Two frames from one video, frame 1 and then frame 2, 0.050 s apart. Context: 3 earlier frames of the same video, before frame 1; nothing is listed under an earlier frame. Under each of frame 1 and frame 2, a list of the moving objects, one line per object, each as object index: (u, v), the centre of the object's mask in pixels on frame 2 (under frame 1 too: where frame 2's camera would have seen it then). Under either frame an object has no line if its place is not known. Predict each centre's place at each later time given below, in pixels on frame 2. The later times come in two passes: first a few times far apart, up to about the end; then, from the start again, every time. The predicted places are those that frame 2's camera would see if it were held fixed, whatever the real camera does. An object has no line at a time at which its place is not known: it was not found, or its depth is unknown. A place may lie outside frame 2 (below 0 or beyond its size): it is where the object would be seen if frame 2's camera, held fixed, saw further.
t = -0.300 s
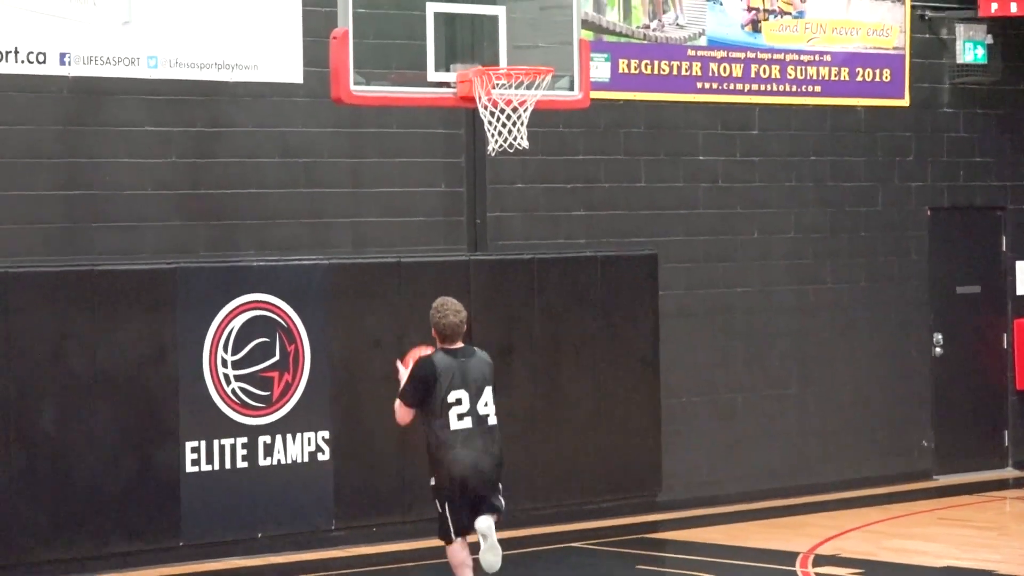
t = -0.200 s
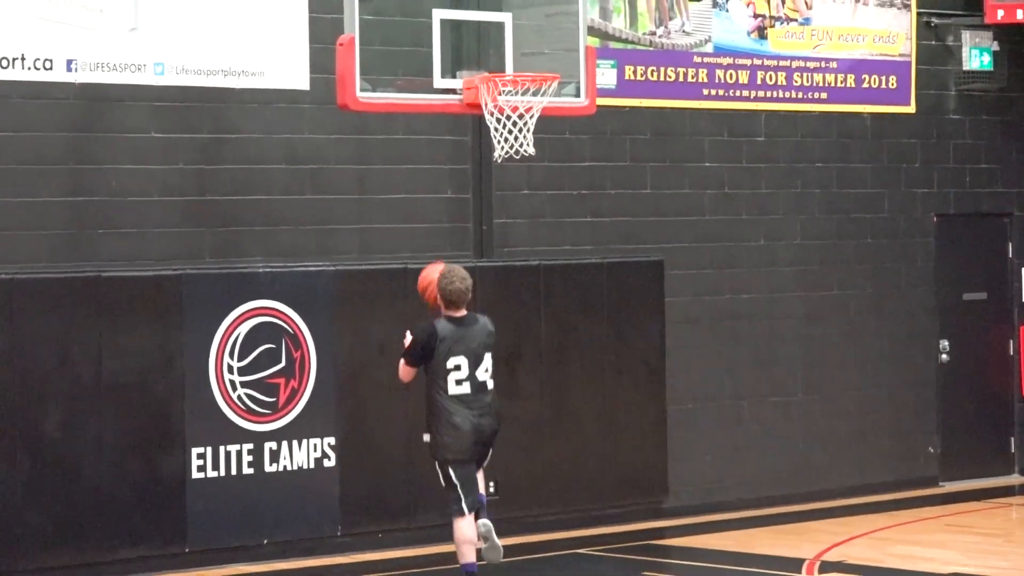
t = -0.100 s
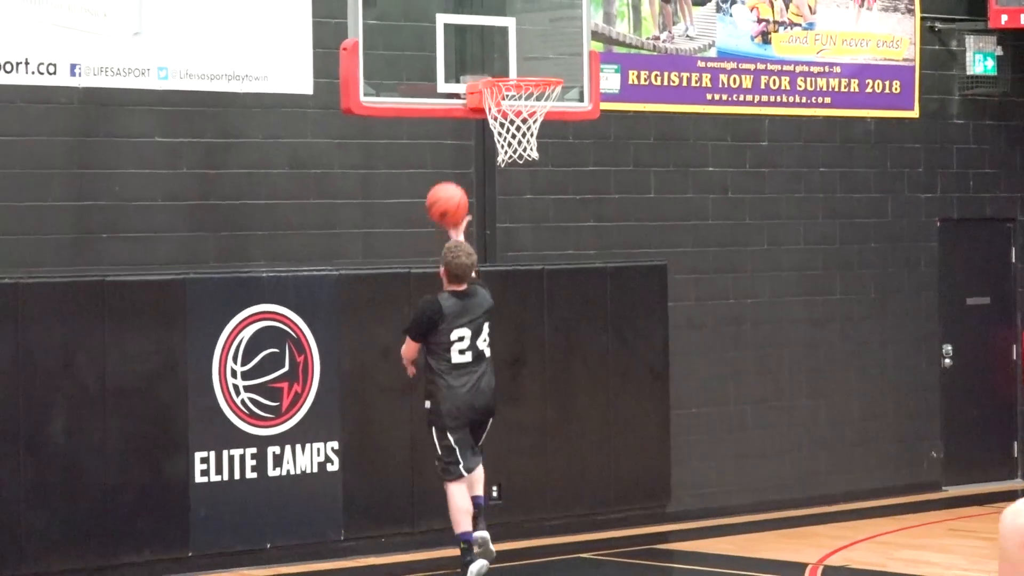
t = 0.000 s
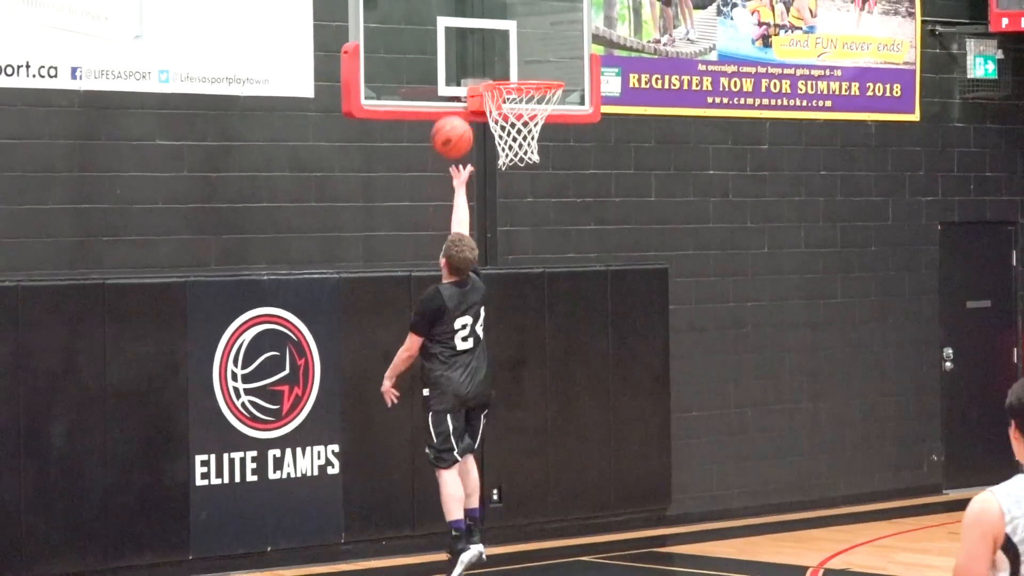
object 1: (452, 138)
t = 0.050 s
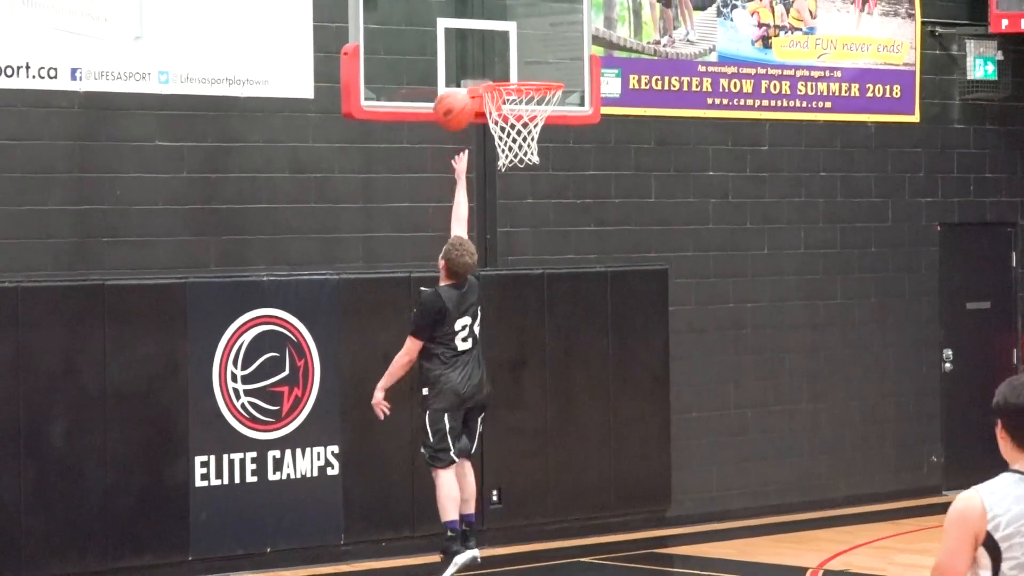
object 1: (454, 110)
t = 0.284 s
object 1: (479, 43)
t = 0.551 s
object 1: (542, 90)
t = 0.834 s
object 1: (523, 202)
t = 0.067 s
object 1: (454, 101)
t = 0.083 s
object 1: (455, 93)
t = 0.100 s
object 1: (456, 85)
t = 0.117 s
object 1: (457, 79)
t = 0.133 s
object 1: (458, 72)
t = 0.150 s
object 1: (459, 66)
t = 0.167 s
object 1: (460, 60)
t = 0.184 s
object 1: (460, 56)
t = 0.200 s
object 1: (461, 52)
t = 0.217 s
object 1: (464, 49)
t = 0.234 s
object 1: (468, 47)
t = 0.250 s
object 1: (472, 45)
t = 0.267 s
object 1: (475, 44)
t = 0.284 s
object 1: (479, 43)
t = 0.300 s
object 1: (483, 43)
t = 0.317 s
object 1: (487, 43)
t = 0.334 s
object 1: (490, 43)
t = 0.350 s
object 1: (494, 44)
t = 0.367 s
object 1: (498, 45)
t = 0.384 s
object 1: (502, 47)
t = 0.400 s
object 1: (506, 49)
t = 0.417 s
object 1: (509, 51)
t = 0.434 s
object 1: (513, 54)
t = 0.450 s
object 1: (517, 58)
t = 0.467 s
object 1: (521, 62)
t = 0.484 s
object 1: (525, 65)
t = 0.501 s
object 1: (529, 68)
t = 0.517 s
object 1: (533, 72)
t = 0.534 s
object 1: (537, 83)
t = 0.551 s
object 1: (542, 90)
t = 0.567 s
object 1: (543, 96)
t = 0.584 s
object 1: (543, 104)
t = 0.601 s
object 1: (542, 107)
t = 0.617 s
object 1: (542, 113)
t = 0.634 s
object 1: (542, 118)
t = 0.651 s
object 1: (541, 123)
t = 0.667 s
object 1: (541, 129)
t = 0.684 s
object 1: (539, 134)
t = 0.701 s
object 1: (536, 141)
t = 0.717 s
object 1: (534, 146)
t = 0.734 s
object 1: (533, 152)
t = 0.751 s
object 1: (531, 160)
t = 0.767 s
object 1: (529, 167)
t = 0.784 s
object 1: (528, 175)
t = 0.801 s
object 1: (526, 183)
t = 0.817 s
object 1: (525, 192)
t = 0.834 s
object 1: (523, 202)
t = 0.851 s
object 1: (522, 212)
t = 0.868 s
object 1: (520, 222)
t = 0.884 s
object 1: (519, 233)
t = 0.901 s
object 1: (517, 245)
